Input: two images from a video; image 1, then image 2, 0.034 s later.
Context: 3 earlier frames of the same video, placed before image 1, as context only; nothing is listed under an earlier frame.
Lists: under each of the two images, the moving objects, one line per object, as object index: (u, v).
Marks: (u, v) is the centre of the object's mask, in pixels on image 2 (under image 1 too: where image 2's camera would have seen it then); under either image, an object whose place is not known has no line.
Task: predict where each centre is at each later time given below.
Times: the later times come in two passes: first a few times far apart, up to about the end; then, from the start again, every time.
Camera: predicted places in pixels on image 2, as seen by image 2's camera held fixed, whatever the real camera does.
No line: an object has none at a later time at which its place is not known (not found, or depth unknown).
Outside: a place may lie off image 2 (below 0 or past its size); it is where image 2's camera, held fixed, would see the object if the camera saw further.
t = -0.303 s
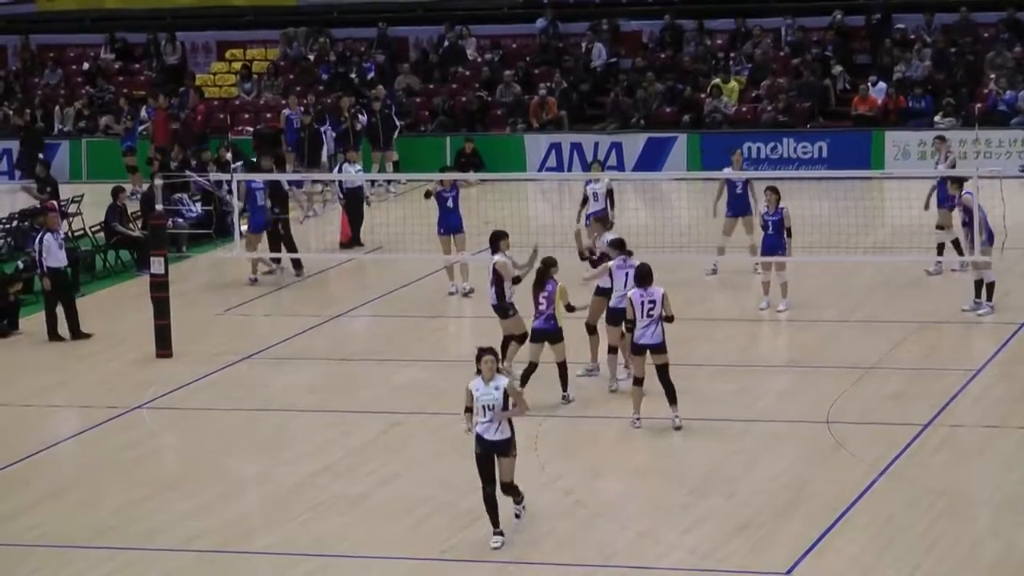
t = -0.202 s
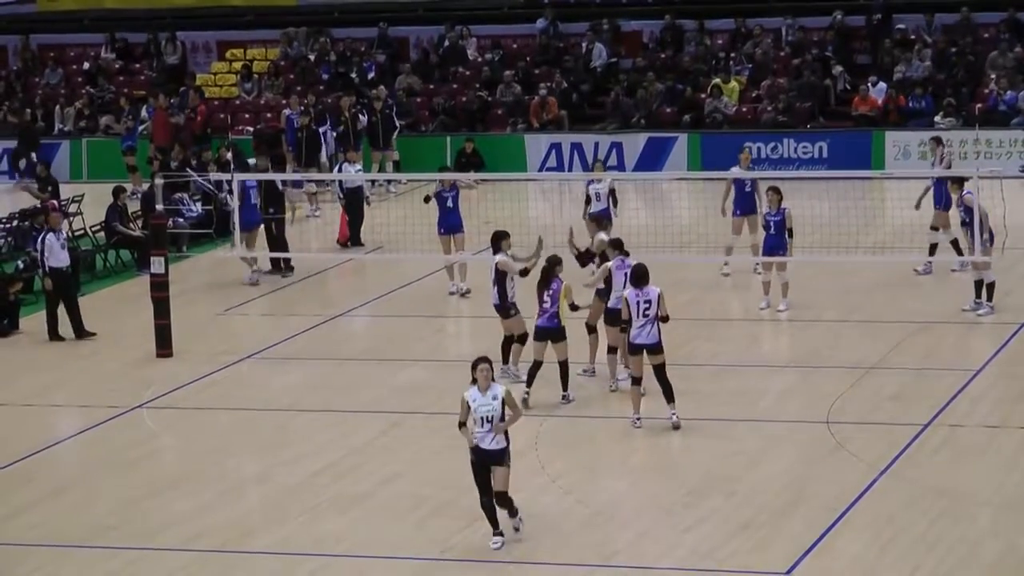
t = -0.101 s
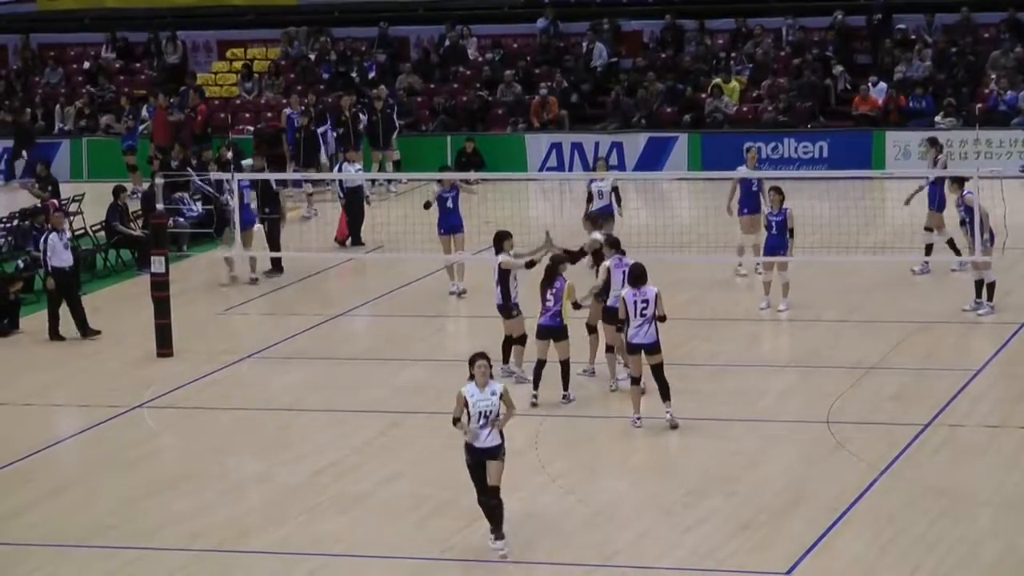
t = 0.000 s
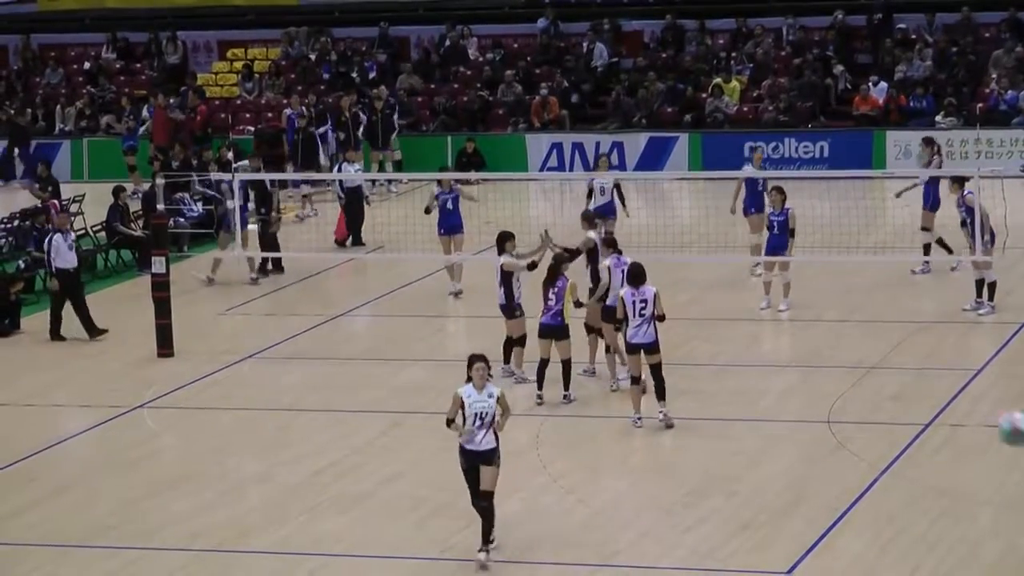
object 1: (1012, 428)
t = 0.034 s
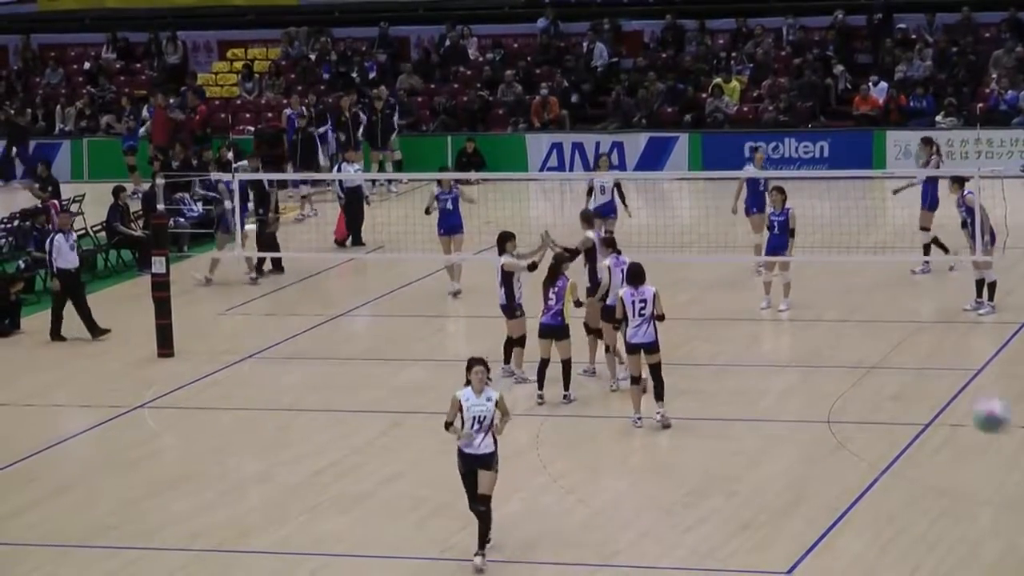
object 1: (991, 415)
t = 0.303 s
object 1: (809, 379)
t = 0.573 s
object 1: (658, 448)
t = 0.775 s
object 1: (564, 556)
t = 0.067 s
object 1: (965, 404)
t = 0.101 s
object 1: (941, 395)
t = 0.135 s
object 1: (917, 388)
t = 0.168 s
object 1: (894, 384)
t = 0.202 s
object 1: (872, 379)
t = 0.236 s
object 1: (852, 378)
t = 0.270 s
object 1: (830, 378)
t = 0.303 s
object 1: (809, 379)
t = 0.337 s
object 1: (788, 383)
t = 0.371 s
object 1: (767, 388)
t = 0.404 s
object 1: (747, 394)
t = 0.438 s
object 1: (730, 401)
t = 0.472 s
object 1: (709, 412)
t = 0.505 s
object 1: (693, 422)
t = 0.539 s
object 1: (676, 434)
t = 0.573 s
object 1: (658, 448)
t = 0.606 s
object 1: (641, 462)
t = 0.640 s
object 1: (625, 479)
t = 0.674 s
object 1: (609, 496)
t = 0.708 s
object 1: (594, 515)
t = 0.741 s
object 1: (580, 534)
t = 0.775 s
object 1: (564, 556)
